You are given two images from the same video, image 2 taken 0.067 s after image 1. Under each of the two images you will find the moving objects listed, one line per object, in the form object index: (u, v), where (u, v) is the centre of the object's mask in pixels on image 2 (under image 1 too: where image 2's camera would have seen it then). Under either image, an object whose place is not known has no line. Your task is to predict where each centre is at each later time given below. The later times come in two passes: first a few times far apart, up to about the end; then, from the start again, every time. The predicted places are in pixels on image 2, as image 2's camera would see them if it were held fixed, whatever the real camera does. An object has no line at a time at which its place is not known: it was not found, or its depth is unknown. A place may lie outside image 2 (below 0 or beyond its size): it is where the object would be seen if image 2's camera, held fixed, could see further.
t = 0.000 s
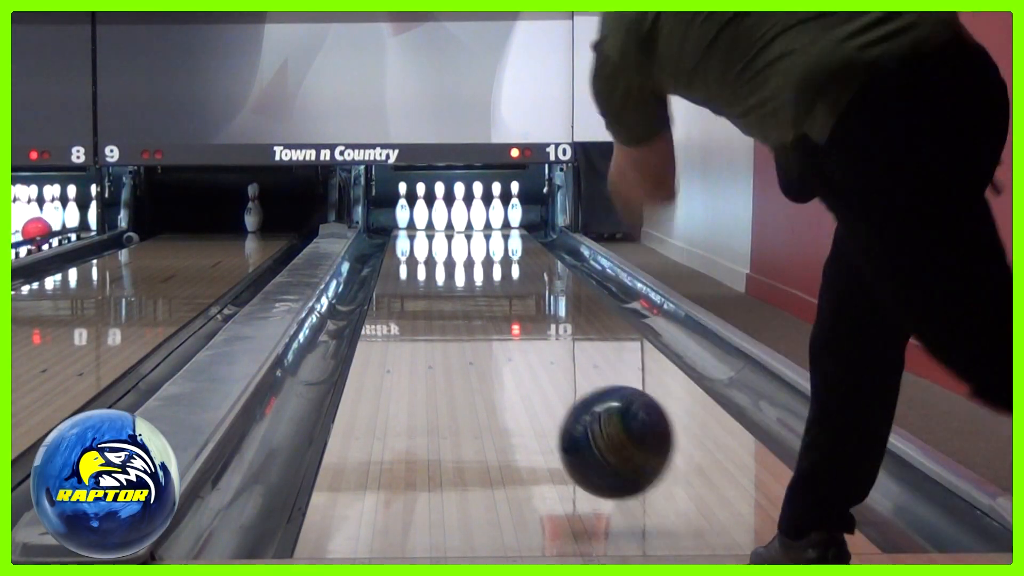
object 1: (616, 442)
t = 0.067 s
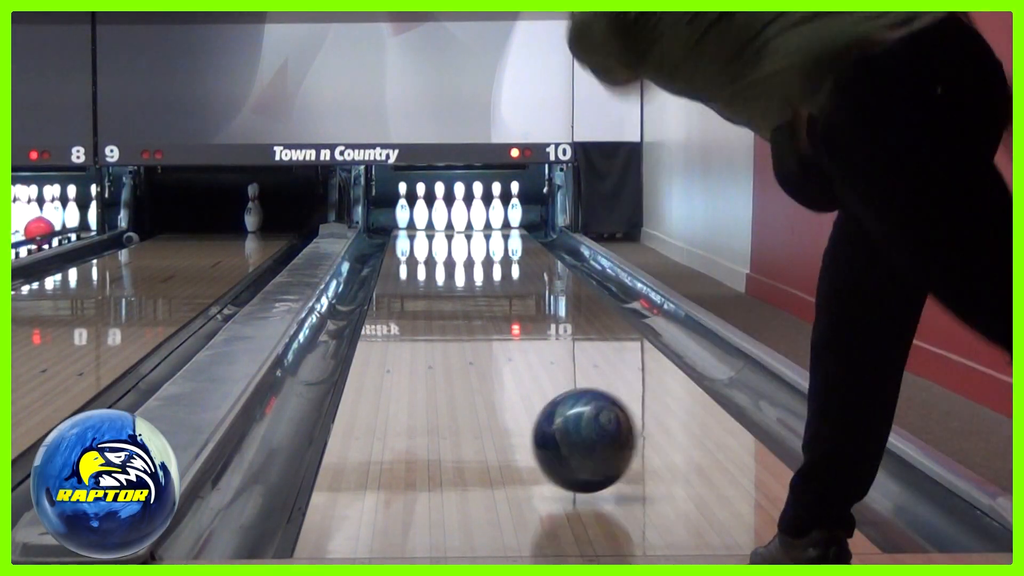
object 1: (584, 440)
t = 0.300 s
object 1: (509, 375)
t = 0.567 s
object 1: (459, 324)
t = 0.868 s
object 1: (427, 289)
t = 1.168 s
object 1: (409, 264)
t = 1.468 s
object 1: (401, 248)
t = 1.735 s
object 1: (406, 236)
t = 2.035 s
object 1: (425, 226)
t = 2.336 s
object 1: (451, 218)
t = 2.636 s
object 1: (462, 215)
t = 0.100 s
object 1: (570, 431)
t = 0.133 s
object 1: (558, 416)
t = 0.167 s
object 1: (546, 408)
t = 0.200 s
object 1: (535, 401)
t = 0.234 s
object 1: (526, 391)
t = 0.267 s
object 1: (517, 382)
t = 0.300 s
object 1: (509, 375)
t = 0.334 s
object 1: (501, 367)
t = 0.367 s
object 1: (493, 360)
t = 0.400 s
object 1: (487, 353)
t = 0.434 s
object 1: (480, 346)
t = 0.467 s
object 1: (475, 341)
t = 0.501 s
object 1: (469, 335)
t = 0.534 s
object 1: (464, 329)
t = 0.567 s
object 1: (459, 324)
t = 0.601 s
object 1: (455, 319)
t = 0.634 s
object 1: (451, 315)
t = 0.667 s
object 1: (447, 310)
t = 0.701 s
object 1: (443, 306)
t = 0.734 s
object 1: (439, 303)
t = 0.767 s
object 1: (436, 299)
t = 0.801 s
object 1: (434, 295)
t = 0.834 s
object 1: (430, 292)
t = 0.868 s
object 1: (427, 289)
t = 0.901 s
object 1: (425, 285)
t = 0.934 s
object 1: (423, 282)
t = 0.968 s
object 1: (420, 280)
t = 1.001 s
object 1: (418, 277)
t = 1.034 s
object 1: (416, 274)
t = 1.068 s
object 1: (414, 271)
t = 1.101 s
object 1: (413, 269)
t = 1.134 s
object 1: (411, 267)
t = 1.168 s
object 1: (409, 264)
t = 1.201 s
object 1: (407, 262)
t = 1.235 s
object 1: (406, 260)
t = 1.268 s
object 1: (406, 258)
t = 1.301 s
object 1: (404, 256)
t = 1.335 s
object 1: (404, 254)
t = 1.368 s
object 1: (403, 253)
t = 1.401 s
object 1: (402, 251)
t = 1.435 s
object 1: (401, 249)
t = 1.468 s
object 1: (401, 248)
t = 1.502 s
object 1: (401, 246)
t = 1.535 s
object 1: (401, 244)
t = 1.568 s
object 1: (401, 242)
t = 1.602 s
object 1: (403, 242)
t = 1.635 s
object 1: (403, 240)
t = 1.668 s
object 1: (403, 238)
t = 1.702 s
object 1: (404, 237)
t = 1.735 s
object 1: (406, 236)
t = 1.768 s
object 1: (407, 235)
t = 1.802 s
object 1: (408, 233)
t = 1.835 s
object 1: (411, 232)
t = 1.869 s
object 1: (413, 231)
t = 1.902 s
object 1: (414, 230)
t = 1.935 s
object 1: (417, 229)
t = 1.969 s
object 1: (419, 228)
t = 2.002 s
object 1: (422, 227)
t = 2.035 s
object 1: (425, 226)
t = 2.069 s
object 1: (428, 225)
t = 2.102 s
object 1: (431, 224)
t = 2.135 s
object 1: (435, 223)
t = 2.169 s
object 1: (438, 222)
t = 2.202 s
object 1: (442, 221)
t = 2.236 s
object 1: (445, 221)
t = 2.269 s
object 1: (449, 220)
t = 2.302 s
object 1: (451, 219)
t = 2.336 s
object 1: (451, 218)
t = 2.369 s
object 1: (453, 217)
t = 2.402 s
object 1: (454, 217)
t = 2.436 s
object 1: (454, 216)
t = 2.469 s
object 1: (455, 215)
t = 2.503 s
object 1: (455, 216)
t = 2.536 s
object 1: (456, 216)
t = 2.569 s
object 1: (458, 215)
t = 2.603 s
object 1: (460, 215)
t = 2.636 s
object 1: (462, 215)
